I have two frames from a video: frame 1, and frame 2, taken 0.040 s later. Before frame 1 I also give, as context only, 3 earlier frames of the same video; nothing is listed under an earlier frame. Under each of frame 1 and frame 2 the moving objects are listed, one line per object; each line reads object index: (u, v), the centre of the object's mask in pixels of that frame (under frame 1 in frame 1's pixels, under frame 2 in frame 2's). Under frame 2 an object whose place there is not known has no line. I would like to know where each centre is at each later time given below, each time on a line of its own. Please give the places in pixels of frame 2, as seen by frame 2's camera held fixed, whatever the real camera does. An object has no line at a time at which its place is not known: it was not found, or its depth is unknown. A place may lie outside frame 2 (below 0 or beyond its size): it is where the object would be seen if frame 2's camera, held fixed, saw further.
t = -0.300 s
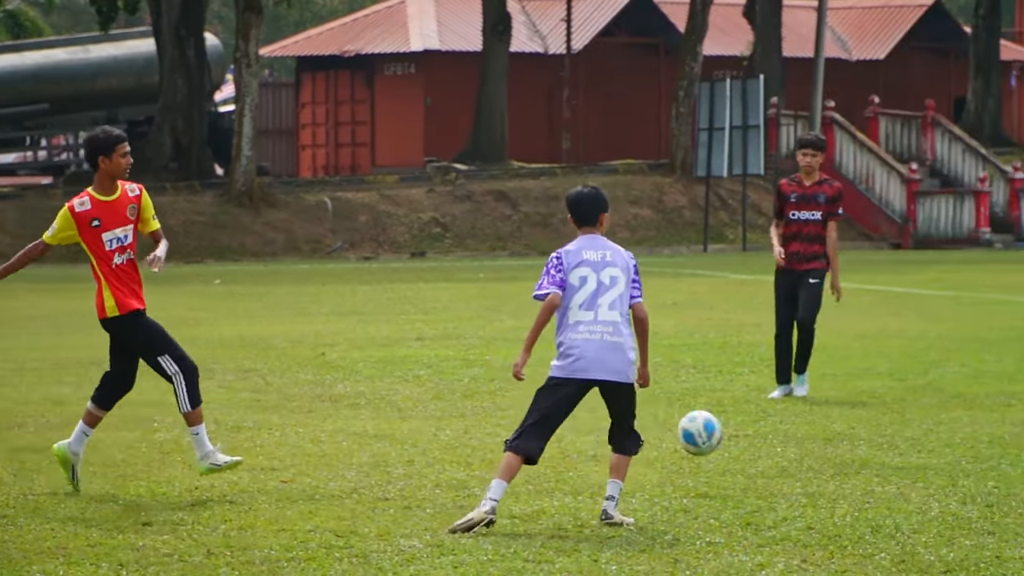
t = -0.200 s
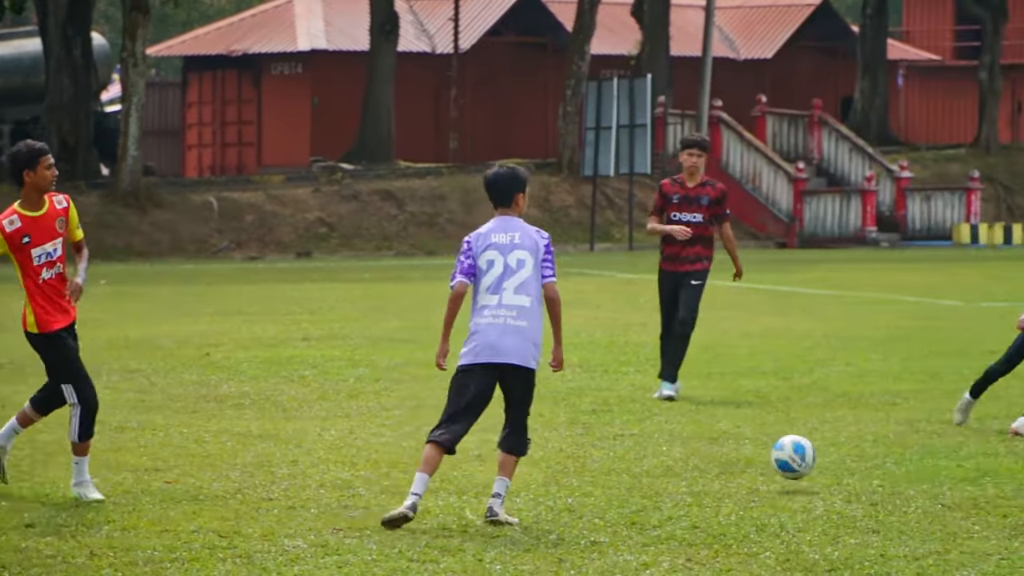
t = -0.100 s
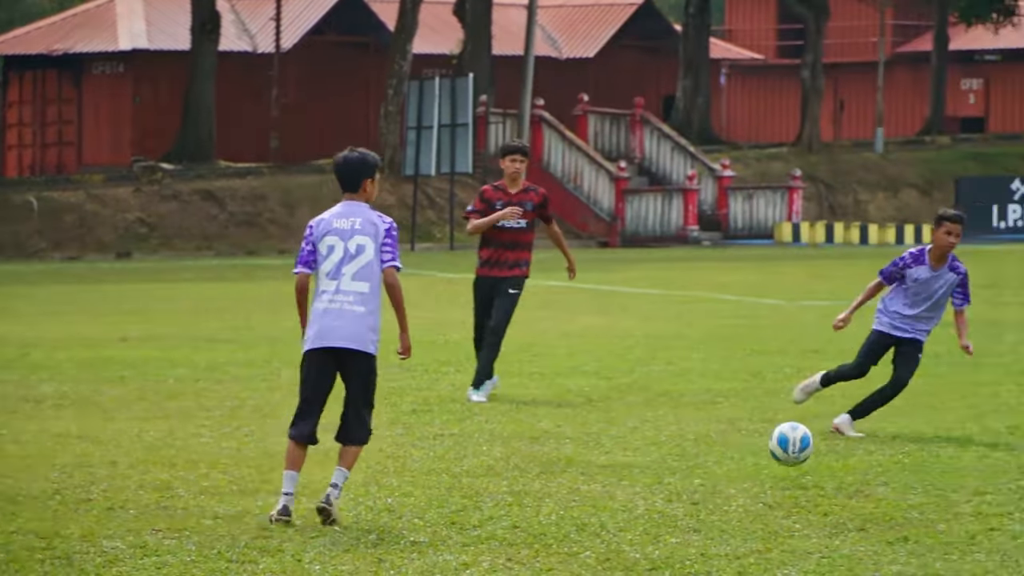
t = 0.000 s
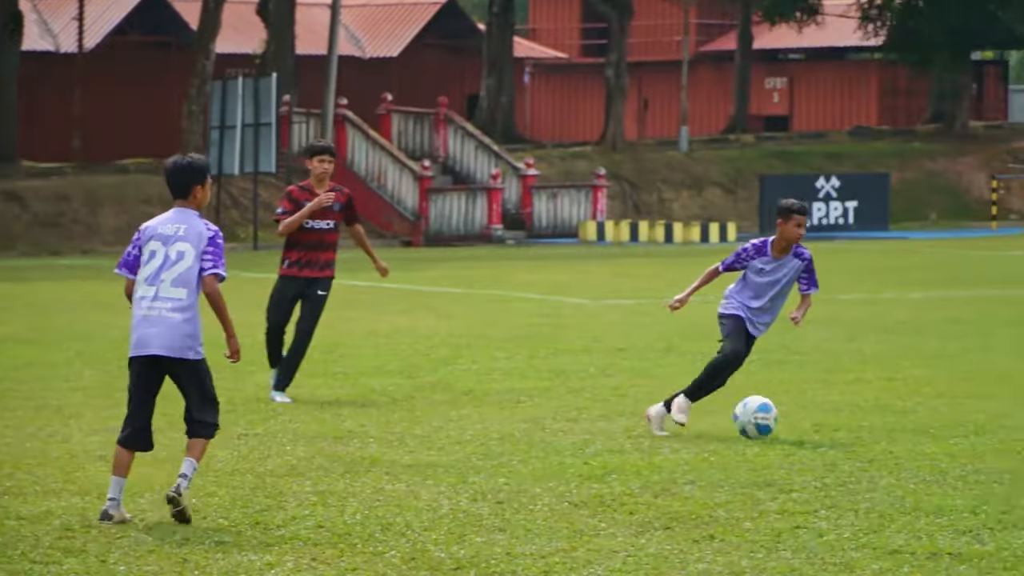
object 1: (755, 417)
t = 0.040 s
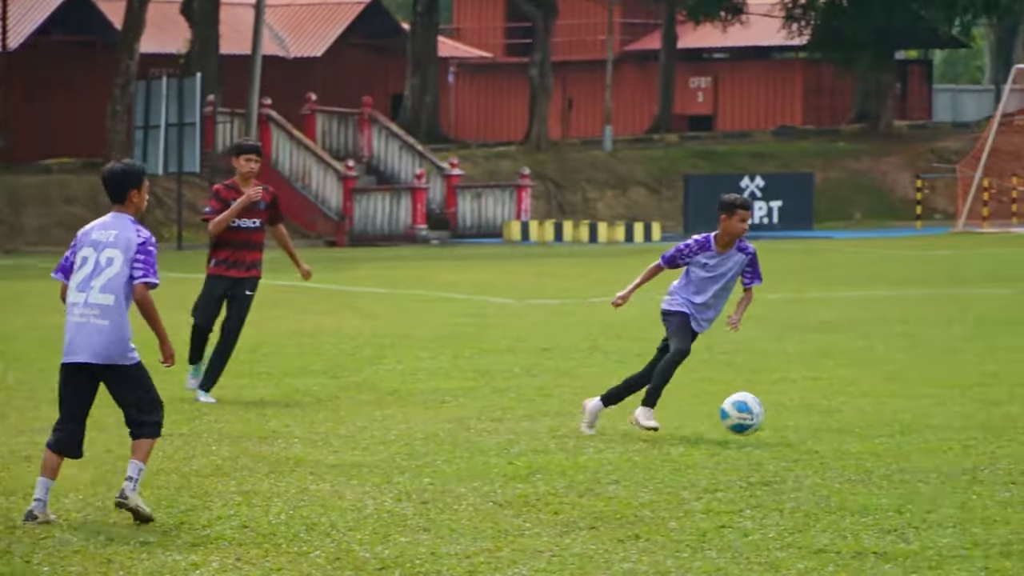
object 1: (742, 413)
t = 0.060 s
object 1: (770, 411)
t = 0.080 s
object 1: (799, 411)
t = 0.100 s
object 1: (827, 412)
